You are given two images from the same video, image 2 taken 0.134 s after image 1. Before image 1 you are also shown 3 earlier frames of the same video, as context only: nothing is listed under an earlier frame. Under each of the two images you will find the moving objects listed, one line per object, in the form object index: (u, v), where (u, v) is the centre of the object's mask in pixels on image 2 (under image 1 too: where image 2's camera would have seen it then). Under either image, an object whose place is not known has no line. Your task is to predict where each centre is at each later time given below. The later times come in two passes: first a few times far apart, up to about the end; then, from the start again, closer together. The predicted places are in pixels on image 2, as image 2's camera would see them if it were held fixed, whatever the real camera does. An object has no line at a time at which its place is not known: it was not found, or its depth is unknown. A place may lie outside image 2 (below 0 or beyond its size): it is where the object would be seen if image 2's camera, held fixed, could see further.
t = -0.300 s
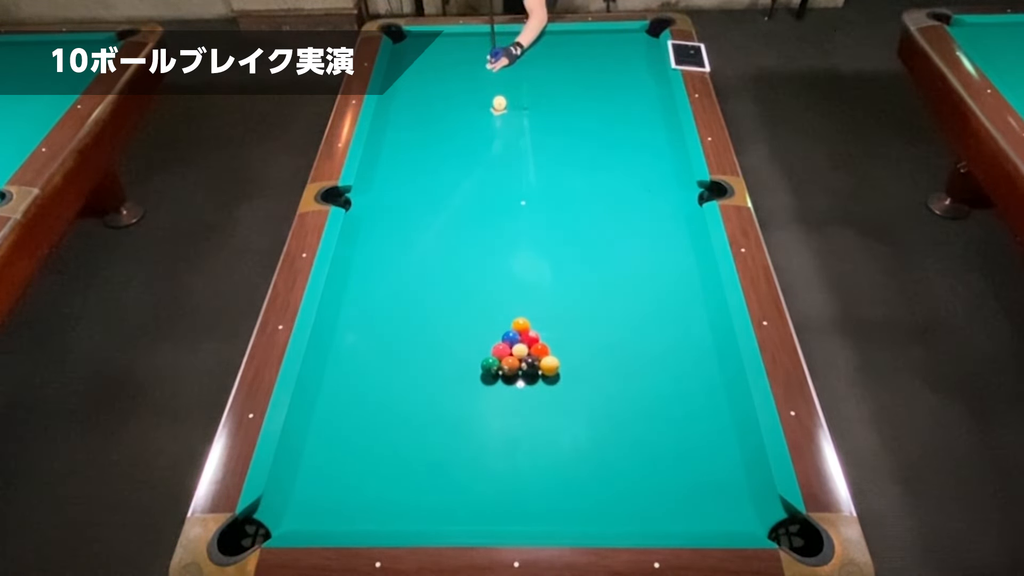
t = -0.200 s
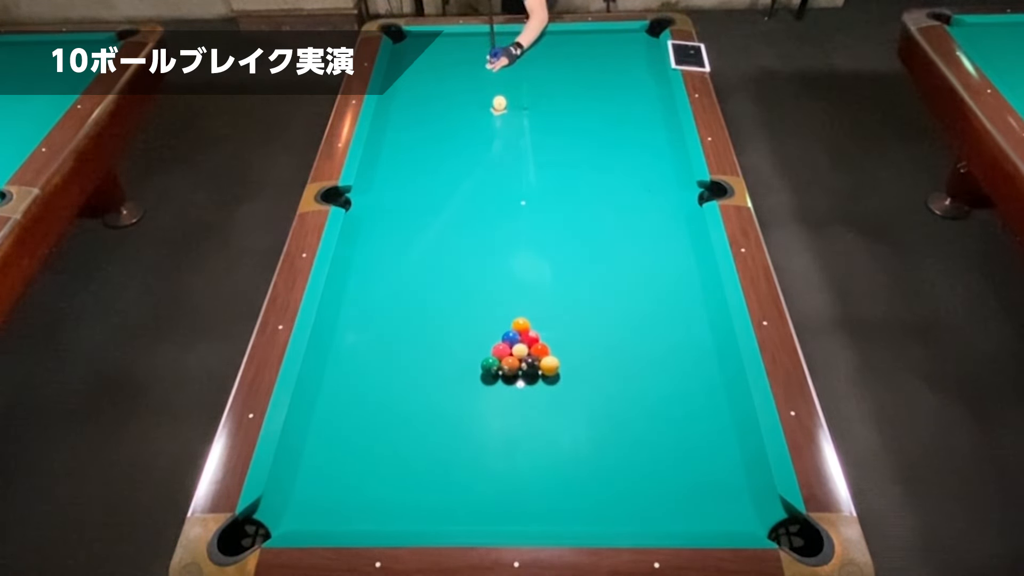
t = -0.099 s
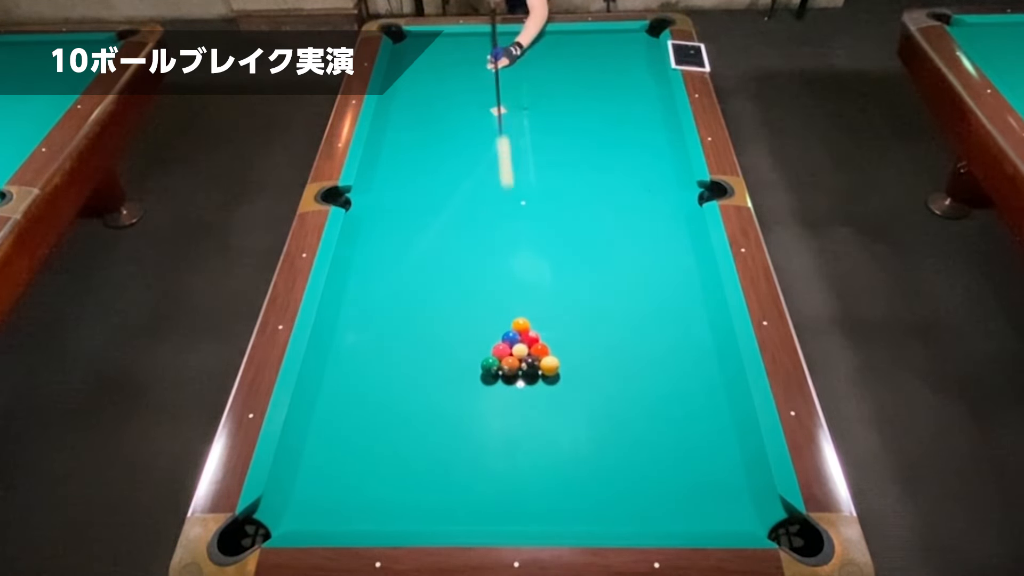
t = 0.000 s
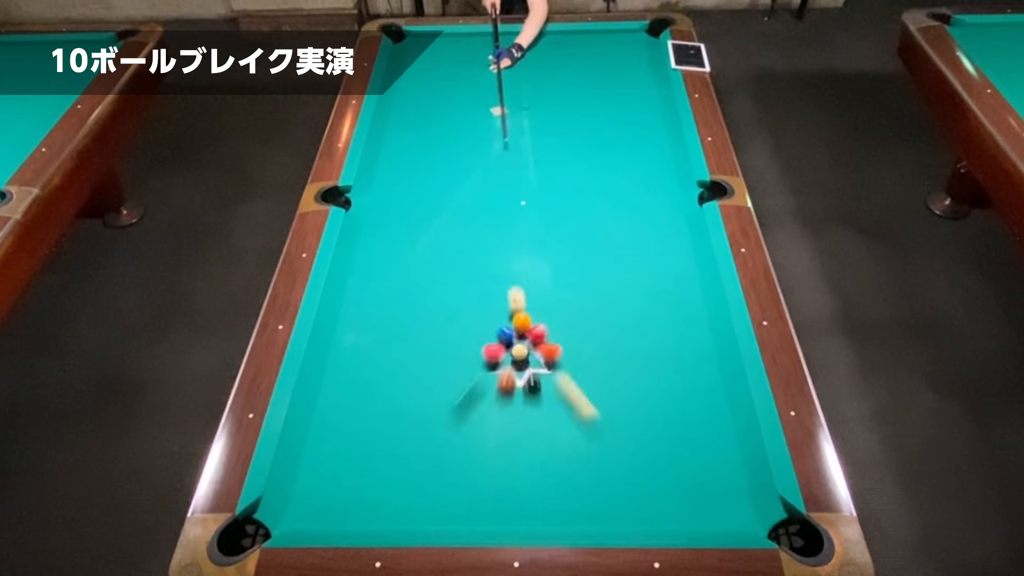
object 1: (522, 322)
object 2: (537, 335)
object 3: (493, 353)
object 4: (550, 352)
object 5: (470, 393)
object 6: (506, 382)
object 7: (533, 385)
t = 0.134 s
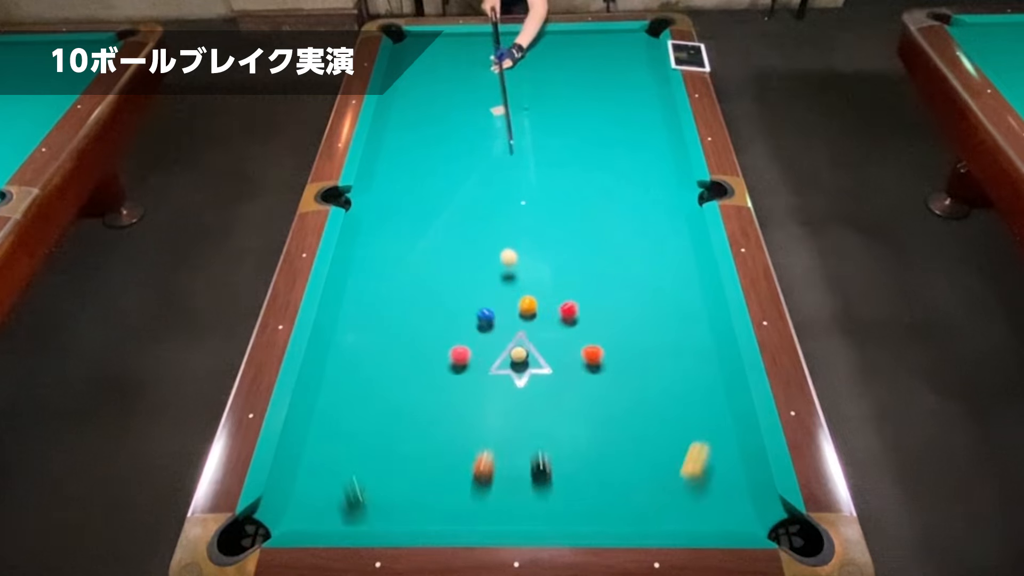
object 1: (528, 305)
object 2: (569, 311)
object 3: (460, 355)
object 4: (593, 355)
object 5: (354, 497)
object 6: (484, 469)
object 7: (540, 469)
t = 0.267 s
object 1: (533, 288)
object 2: (594, 292)
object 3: (430, 357)
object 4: (631, 356)
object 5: (323, 400)
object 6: (467, 499)
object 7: (548, 502)
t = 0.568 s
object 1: (545, 254)
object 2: (646, 252)
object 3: (365, 361)
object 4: (716, 361)
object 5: (373, 270)
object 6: (455, 396)
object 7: (554, 404)
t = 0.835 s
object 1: (553, 227)
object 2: (687, 222)
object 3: (312, 365)
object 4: (701, 353)
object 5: (426, 187)
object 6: (447, 327)
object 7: (558, 337)
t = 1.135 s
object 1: (561, 200)
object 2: (671, 198)
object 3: (346, 354)
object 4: (660, 341)
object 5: (471, 116)
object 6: (439, 264)
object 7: (562, 277)
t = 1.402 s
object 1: (567, 180)
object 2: (646, 182)
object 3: (372, 346)
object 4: (626, 331)
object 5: (502, 64)
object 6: (433, 217)
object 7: (566, 232)
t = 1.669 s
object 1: (572, 161)
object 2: (623, 167)
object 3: (396, 338)
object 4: (595, 323)
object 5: (535, 44)
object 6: (428, 177)
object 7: (569, 193)
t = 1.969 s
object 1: (578, 142)
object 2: (599, 151)
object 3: (420, 331)
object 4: (564, 314)
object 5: (583, 66)
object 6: (423, 139)
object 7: (571, 156)
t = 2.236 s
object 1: (585, 123)
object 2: (580, 139)
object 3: (439, 325)
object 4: (539, 307)
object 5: (630, 88)
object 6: (419, 109)
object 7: (568, 132)
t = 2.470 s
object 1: (592, 107)
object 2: (565, 130)
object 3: (454, 320)
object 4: (518, 300)
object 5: (667, 107)
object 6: (417, 86)
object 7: (565, 116)
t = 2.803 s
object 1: (601, 85)
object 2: (546, 118)
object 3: (472, 314)
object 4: (493, 293)
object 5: (641, 136)
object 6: (413, 58)
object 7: (560, 96)
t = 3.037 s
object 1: (606, 72)
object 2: (534, 110)
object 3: (483, 310)
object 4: (477, 288)
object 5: (621, 158)
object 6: (411, 40)
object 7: (557, 83)
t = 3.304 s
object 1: (612, 59)
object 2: (521, 103)
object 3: (494, 307)
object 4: (460, 283)
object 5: (598, 183)
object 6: (397, 40)
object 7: (554, 70)
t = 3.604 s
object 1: (617, 45)
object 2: (508, 96)
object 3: (504, 303)
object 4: (443, 279)
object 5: (571, 212)
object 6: (408, 38)
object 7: (550, 57)
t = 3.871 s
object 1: (621, 34)
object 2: (498, 90)
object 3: (511, 301)
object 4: (430, 275)
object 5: (547, 239)
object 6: (415, 37)
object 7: (547, 47)
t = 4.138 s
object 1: (626, 36)
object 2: (489, 86)
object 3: (516, 299)
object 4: (420, 271)
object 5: (521, 267)
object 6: (418, 38)
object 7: (544, 38)
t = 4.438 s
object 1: (631, 41)
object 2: (480, 82)
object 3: (520, 298)
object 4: (410, 269)
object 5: (490, 298)
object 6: (420, 39)
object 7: (543, 38)
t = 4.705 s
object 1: (635, 45)
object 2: (474, 78)
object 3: (521, 298)
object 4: (402, 266)
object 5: (463, 326)
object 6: (421, 40)
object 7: (542, 41)
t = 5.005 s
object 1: (638, 49)
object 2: (467, 75)
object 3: (521, 298)
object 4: (396, 265)
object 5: (431, 361)
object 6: (422, 40)
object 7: (540, 46)
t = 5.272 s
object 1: (640, 52)
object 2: (463, 73)
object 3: (521, 298)
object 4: (392, 265)
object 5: (402, 391)
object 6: (422, 40)
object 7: (540, 48)
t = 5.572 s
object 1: (641, 55)
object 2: (459, 71)
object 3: (521, 298)
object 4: (390, 265)
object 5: (368, 428)
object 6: (422, 40)
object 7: (540, 51)
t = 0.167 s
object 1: (529, 301)
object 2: (575, 306)
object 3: (453, 355)
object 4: (602, 356)
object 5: (345, 469)
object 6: (478, 490)
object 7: (543, 491)
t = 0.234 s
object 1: (532, 292)
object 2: (588, 296)
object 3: (438, 356)
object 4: (621, 356)
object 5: (330, 420)
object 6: (468, 511)
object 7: (547, 513)
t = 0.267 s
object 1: (533, 288)
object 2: (594, 292)
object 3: (430, 357)
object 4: (631, 356)
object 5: (323, 400)
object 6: (467, 499)
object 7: (548, 502)
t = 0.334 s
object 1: (536, 281)
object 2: (606, 282)
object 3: (415, 358)
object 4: (649, 357)
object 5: (312, 363)
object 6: (465, 471)
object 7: (549, 475)
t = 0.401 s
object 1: (539, 272)
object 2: (618, 273)
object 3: (401, 359)
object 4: (668, 359)
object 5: (331, 335)
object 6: (462, 447)
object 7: (551, 453)
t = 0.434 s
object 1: (540, 269)
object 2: (624, 269)
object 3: (393, 359)
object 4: (678, 359)
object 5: (341, 321)
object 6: (461, 437)
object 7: (551, 442)
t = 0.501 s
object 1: (542, 261)
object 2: (635, 261)
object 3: (379, 361)
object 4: (697, 360)
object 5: (357, 294)
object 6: (458, 416)
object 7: (553, 420)
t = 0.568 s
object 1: (545, 254)
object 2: (646, 252)
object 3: (365, 361)
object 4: (716, 361)
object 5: (373, 270)
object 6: (455, 396)
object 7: (554, 404)
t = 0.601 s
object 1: (546, 250)
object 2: (652, 249)
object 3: (358, 362)
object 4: (725, 361)
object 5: (380, 258)
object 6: (454, 387)
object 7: (554, 394)
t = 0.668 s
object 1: (548, 243)
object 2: (663, 240)
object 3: (343, 362)
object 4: (727, 360)
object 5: (394, 236)
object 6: (452, 368)
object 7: (555, 378)
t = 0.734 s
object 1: (550, 237)
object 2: (673, 233)
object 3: (329, 363)
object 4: (715, 357)
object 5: (408, 216)
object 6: (450, 351)
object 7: (556, 361)
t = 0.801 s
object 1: (552, 230)
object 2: (683, 225)
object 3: (315, 364)
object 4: (706, 355)
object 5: (420, 197)
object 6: (448, 335)
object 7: (558, 345)
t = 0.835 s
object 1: (553, 227)
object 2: (687, 222)
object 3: (312, 365)
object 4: (701, 353)
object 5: (426, 187)
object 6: (447, 327)
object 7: (558, 337)
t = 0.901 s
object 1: (555, 221)
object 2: (695, 215)
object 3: (320, 362)
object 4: (691, 350)
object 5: (436, 170)
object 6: (445, 312)
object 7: (559, 323)
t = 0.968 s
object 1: (557, 215)
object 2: (689, 210)
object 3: (328, 360)
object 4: (682, 347)
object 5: (447, 153)
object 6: (443, 297)
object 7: (560, 309)
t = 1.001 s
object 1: (557, 212)
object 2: (685, 208)
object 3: (331, 358)
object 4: (677, 346)
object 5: (452, 146)
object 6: (442, 290)
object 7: (561, 302)
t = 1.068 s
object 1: (559, 206)
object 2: (678, 203)
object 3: (339, 356)
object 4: (669, 343)
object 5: (462, 130)
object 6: (441, 277)
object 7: (561, 289)
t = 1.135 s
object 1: (561, 200)
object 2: (671, 198)
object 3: (346, 354)
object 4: (660, 341)
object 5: (471, 116)
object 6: (439, 264)
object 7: (562, 277)
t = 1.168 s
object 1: (562, 198)
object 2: (668, 196)
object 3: (349, 353)
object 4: (655, 340)
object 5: (475, 109)
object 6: (438, 258)
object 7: (563, 271)
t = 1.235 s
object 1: (563, 193)
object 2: (661, 192)
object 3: (356, 351)
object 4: (647, 338)
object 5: (483, 95)
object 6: (437, 245)
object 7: (564, 259)
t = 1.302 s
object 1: (565, 187)
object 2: (655, 188)
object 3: (362, 349)
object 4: (638, 335)
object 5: (491, 82)
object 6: (435, 234)
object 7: (564, 248)
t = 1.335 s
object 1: (566, 185)
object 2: (652, 186)
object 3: (366, 348)
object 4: (634, 334)
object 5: (495, 76)
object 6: (434, 228)
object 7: (565, 242)
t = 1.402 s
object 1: (567, 180)
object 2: (646, 182)
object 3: (372, 346)
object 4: (626, 331)
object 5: (502, 64)
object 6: (433, 217)
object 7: (566, 232)
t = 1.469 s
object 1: (568, 175)
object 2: (640, 178)
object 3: (378, 344)
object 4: (619, 329)
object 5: (510, 53)
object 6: (432, 206)
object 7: (566, 221)
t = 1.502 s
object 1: (569, 173)
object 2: (637, 176)
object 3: (382, 343)
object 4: (615, 328)
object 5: (513, 47)
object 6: (431, 201)
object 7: (567, 217)
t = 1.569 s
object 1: (570, 168)
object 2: (631, 172)
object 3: (387, 341)
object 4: (607, 326)
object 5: (519, 37)
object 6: (430, 191)
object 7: (567, 206)
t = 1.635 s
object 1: (572, 163)
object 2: (625, 168)
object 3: (393, 339)
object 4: (599, 324)
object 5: (528, 40)
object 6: (428, 182)
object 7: (568, 198)
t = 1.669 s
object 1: (572, 161)
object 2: (623, 167)
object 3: (396, 338)
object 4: (595, 323)
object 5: (535, 44)
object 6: (428, 177)
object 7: (569, 193)
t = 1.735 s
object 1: (573, 156)
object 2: (617, 163)
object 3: (401, 337)
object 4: (588, 321)
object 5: (544, 49)
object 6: (427, 168)
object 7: (569, 184)
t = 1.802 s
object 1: (574, 153)
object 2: (612, 160)
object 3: (407, 335)
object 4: (581, 319)
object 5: (556, 53)
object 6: (426, 159)
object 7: (570, 175)
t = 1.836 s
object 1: (575, 150)
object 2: (609, 158)
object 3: (410, 334)
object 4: (578, 318)
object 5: (560, 56)
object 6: (425, 155)
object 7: (570, 172)
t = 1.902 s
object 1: (576, 146)
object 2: (604, 155)
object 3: (415, 332)
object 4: (571, 316)
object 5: (572, 60)
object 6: (424, 147)
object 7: (571, 163)
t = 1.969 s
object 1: (578, 142)
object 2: (599, 151)
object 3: (420, 331)
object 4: (564, 314)
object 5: (583, 66)
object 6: (423, 139)
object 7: (571, 156)
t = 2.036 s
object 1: (579, 138)
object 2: (594, 148)
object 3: (425, 329)
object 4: (558, 312)
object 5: (595, 71)
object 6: (422, 130)
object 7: (572, 148)
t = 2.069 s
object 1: (580, 135)
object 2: (592, 147)
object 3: (427, 328)
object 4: (554, 311)
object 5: (601, 74)
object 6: (422, 127)
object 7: (572, 145)
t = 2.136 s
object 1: (581, 130)
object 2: (587, 144)
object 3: (432, 327)
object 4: (548, 309)
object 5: (612, 80)
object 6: (421, 119)
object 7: (570, 140)
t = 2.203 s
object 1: (583, 125)
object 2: (582, 141)
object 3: (437, 325)
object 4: (542, 308)
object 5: (624, 85)
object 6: (420, 112)
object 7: (569, 135)
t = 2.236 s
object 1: (585, 123)
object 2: (580, 139)
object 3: (439, 325)
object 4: (539, 307)
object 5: (630, 88)
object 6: (419, 109)
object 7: (568, 132)
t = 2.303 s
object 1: (587, 118)
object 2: (576, 136)
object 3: (443, 323)
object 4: (533, 305)
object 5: (642, 94)
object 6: (419, 102)
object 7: (567, 127)
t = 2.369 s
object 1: (589, 113)
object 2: (572, 133)
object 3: (448, 322)
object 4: (527, 303)
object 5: (655, 100)
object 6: (418, 95)
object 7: (566, 121)
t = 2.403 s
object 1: (590, 111)
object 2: (570, 132)
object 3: (450, 321)
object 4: (524, 302)
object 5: (661, 102)
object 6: (417, 92)
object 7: (566, 119)
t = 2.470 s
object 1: (592, 107)
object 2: (565, 130)
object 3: (454, 320)
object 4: (518, 300)
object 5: (667, 107)
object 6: (417, 86)
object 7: (565, 116)
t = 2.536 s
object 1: (594, 102)
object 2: (561, 127)
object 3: (458, 319)
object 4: (513, 299)
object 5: (663, 114)
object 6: (416, 80)
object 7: (564, 112)
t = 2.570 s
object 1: (595, 100)
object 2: (559, 126)
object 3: (460, 318)
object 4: (511, 298)
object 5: (660, 117)
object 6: (415, 77)
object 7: (564, 110)
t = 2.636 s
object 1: (596, 96)
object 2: (556, 123)
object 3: (463, 317)
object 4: (505, 296)
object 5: (654, 121)
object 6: (415, 71)
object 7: (563, 106)
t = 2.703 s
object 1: (598, 92)
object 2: (552, 121)
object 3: (467, 315)
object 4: (500, 295)
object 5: (649, 128)
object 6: (415, 67)
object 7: (562, 102)
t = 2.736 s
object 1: (599, 89)
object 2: (550, 120)
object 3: (469, 315)
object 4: (498, 294)
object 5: (646, 131)
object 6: (414, 63)
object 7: (561, 99)
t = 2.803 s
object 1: (601, 85)
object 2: (546, 118)
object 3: (472, 314)
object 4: (493, 293)
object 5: (641, 136)
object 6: (413, 58)
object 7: (560, 96)
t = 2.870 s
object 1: (602, 81)
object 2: (543, 116)
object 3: (476, 313)
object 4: (488, 291)
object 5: (636, 143)
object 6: (413, 53)
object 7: (559, 92)
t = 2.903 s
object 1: (603, 80)
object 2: (541, 114)
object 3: (477, 312)
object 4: (486, 291)
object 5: (633, 145)
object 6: (412, 50)
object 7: (559, 90)
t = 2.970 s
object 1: (605, 76)
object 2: (537, 112)
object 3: (481, 311)
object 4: (481, 289)
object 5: (627, 151)
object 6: (411, 45)
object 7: (558, 87)
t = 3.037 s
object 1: (606, 72)
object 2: (534, 110)
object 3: (483, 310)
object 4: (477, 288)
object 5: (621, 158)
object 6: (411, 40)
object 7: (557, 83)
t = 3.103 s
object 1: (608, 69)
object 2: (531, 108)
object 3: (486, 309)
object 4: (472, 286)
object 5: (616, 164)
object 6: (410, 36)
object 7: (556, 80)
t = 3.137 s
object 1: (609, 67)
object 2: (529, 107)
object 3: (488, 309)
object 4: (470, 286)
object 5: (613, 167)
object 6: (407, 37)
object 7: (556, 78)
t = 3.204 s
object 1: (610, 64)
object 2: (526, 106)
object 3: (490, 308)
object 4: (466, 285)
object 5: (607, 173)
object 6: (402, 39)
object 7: (555, 75)
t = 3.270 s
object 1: (611, 60)
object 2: (523, 104)
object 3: (493, 307)
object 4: (462, 284)
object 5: (601, 180)
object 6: (398, 40)
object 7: (554, 72)
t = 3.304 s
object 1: (612, 59)
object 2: (521, 103)
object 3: (494, 307)
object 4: (460, 283)
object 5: (598, 183)
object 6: (397, 40)
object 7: (554, 70)
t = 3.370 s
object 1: (613, 56)
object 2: (518, 101)
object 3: (497, 306)
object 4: (456, 282)
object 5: (592, 189)
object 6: (400, 40)
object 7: (553, 68)
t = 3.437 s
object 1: (614, 53)
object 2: (515, 100)
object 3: (499, 305)
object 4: (452, 281)
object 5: (586, 195)
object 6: (402, 39)
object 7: (552, 65)
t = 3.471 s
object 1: (615, 51)
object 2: (514, 99)
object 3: (500, 305)
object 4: (450, 281)
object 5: (584, 199)
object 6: (404, 39)
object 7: (552, 63)
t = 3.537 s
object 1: (616, 48)
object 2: (511, 97)
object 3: (502, 304)
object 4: (447, 280)
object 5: (577, 204)
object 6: (406, 38)
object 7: (551, 60)
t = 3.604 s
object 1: (617, 45)
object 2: (508, 96)
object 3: (504, 303)
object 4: (443, 279)
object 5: (571, 212)
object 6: (408, 38)
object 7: (550, 57)
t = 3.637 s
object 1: (618, 44)
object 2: (507, 95)
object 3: (505, 303)
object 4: (441, 278)
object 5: (568, 215)
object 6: (409, 37)
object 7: (550, 56)
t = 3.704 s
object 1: (619, 41)
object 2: (504, 94)
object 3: (507, 302)
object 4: (438, 277)
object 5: (562, 222)
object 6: (411, 37)
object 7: (549, 54)
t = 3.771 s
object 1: (620, 38)
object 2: (502, 92)
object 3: (509, 302)
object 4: (435, 276)
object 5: (555, 228)
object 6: (413, 37)
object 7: (548, 51)
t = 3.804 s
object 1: (620, 37)
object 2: (500, 92)
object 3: (509, 301)
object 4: (433, 276)
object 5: (552, 232)
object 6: (413, 37)
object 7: (548, 50)
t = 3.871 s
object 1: (621, 34)
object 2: (498, 90)
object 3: (511, 301)
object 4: (430, 275)
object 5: (547, 239)
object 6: (415, 37)
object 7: (547, 47)
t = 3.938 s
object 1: (622, 32)
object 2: (496, 89)
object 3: (512, 300)
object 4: (427, 274)
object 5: (540, 245)
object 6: (416, 38)
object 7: (547, 45)
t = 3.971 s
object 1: (623, 33)
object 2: (495, 89)
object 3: (513, 300)
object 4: (426, 274)
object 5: (537, 249)
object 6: (416, 38)
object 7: (546, 44)
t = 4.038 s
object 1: (624, 34)
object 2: (492, 88)
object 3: (514, 300)
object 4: (423, 273)
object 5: (530, 255)
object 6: (416, 38)
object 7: (545, 42)
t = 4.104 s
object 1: (625, 35)
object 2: (490, 86)
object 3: (515, 299)
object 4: (421, 272)
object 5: (524, 262)
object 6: (417, 38)
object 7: (545, 39)
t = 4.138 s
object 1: (626, 36)
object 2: (489, 86)
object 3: (516, 299)
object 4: (420, 271)
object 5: (521, 267)
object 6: (418, 38)
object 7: (544, 38)
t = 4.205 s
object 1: (627, 37)
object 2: (487, 85)
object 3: (517, 299)
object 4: (417, 271)
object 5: (514, 273)
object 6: (418, 38)
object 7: (544, 37)
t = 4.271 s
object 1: (628, 38)
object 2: (485, 84)
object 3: (518, 298)
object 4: (415, 270)
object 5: (507, 280)
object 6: (419, 39)
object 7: (543, 35)
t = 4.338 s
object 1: (629, 39)
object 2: (483, 83)
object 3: (519, 298)
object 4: (413, 270)
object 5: (500, 288)
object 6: (419, 39)
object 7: (543, 36)
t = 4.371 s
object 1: (630, 40)
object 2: (482, 82)
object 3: (519, 298)
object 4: (412, 270)
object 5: (497, 292)
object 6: (419, 39)
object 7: (543, 37)
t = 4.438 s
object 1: (631, 41)
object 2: (480, 82)
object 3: (520, 298)
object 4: (410, 269)
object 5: (490, 298)
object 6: (420, 39)
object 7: (543, 38)
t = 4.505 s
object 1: (632, 42)
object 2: (478, 81)
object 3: (520, 298)
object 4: (408, 268)
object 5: (484, 304)
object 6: (421, 40)
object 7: (542, 39)
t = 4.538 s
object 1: (632, 43)
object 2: (477, 80)
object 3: (521, 298)
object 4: (407, 268)
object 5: (481, 309)
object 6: (421, 40)
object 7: (542, 39)
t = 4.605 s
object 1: (633, 44)
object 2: (476, 79)
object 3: (520, 298)
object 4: (405, 267)
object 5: (473, 316)
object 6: (421, 40)
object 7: (542, 40)
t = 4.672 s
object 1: (634, 45)
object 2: (475, 79)
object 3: (521, 298)
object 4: (403, 267)
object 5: (467, 323)
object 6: (421, 40)
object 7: (542, 41)
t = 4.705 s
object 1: (635, 45)
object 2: (474, 78)
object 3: (521, 298)
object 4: (402, 266)
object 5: (463, 326)
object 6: (421, 40)
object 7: (542, 41)
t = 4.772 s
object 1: (636, 46)
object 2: (472, 77)
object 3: (521, 298)
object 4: (401, 266)
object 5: (456, 333)
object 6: (421, 40)
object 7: (541, 42)
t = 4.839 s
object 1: (636, 47)
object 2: (471, 76)
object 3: (521, 298)
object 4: (399, 266)
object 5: (449, 342)
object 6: (421, 40)
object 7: (541, 44)
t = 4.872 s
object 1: (637, 47)
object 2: (470, 76)
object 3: (521, 298)
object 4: (399, 265)
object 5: (446, 346)
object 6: (421, 40)
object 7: (541, 44)
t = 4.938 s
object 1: (637, 48)
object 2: (469, 76)
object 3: (521, 298)
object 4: (397, 265)
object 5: (438, 353)
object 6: (422, 40)
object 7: (541, 45)
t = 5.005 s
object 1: (638, 49)
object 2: (467, 75)
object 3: (521, 298)
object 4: (396, 265)
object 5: (431, 361)
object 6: (422, 40)
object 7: (540, 46)
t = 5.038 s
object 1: (638, 50)
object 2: (467, 75)
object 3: (521, 298)
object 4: (395, 265)
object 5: (428, 364)
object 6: (422, 40)
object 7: (540, 46)
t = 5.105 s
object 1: (639, 50)
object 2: (466, 74)
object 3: (521, 298)
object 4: (394, 265)
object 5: (420, 372)
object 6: (422, 40)
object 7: (540, 47)
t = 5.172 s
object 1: (639, 51)
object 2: (464, 74)
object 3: (521, 298)
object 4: (393, 265)
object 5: (413, 380)
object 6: (422, 40)
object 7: (540, 47)
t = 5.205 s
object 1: (640, 52)
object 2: (464, 74)
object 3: (521, 298)
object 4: (393, 265)
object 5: (409, 384)
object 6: (422, 40)
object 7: (540, 47)
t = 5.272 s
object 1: (640, 52)
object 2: (463, 73)
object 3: (521, 298)
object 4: (392, 265)
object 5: (402, 391)
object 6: (422, 40)
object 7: (540, 48)
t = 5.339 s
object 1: (640, 53)
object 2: (462, 73)
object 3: (521, 298)
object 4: (392, 265)
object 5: (395, 400)
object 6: (422, 40)
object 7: (540, 49)
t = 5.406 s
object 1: (641, 53)
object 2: (461, 72)
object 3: (521, 298)
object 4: (391, 265)
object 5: (388, 407)
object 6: (422, 40)
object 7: (540, 49)
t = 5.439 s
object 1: (641, 54)
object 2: (461, 72)
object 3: (521, 298)
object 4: (391, 265)
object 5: (384, 410)
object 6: (422, 40)
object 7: (540, 50)
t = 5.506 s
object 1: (641, 54)
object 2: (460, 72)
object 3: (521, 298)
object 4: (390, 265)
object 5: (376, 420)
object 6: (422, 40)
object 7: (540, 50)
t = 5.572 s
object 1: (641, 55)
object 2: (459, 71)
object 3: (521, 298)
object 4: (390, 265)
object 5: (368, 428)
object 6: (422, 40)
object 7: (540, 51)
